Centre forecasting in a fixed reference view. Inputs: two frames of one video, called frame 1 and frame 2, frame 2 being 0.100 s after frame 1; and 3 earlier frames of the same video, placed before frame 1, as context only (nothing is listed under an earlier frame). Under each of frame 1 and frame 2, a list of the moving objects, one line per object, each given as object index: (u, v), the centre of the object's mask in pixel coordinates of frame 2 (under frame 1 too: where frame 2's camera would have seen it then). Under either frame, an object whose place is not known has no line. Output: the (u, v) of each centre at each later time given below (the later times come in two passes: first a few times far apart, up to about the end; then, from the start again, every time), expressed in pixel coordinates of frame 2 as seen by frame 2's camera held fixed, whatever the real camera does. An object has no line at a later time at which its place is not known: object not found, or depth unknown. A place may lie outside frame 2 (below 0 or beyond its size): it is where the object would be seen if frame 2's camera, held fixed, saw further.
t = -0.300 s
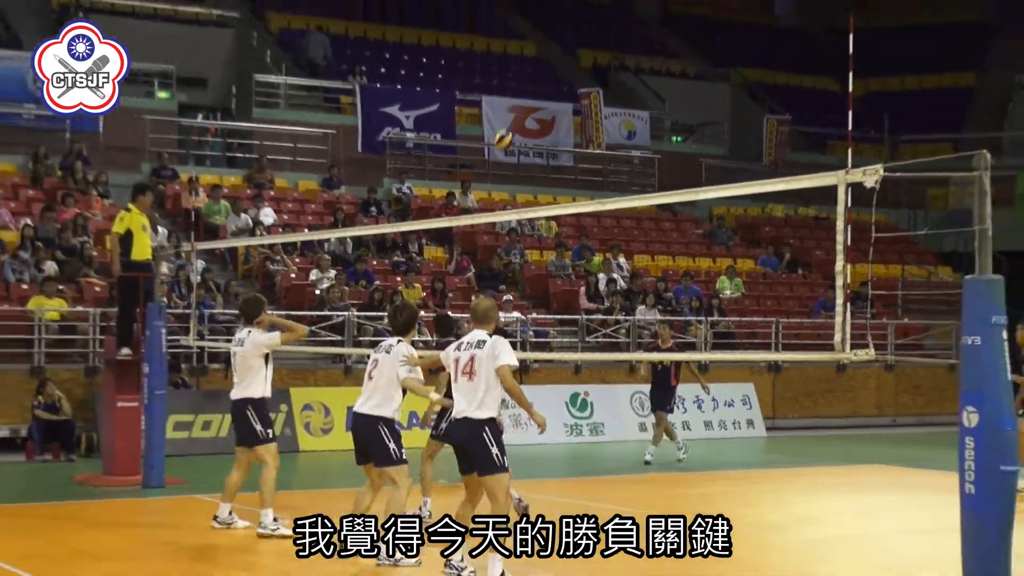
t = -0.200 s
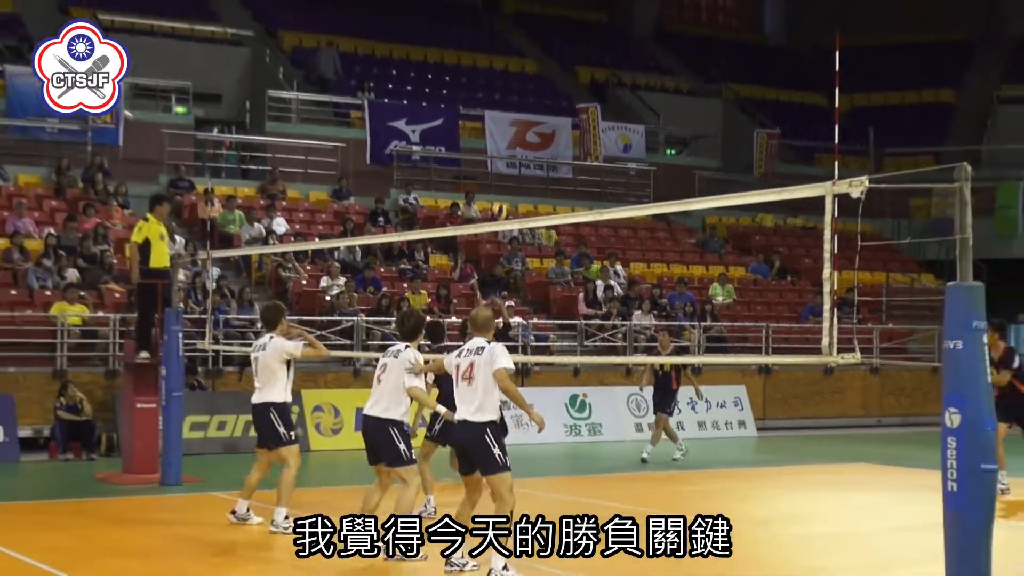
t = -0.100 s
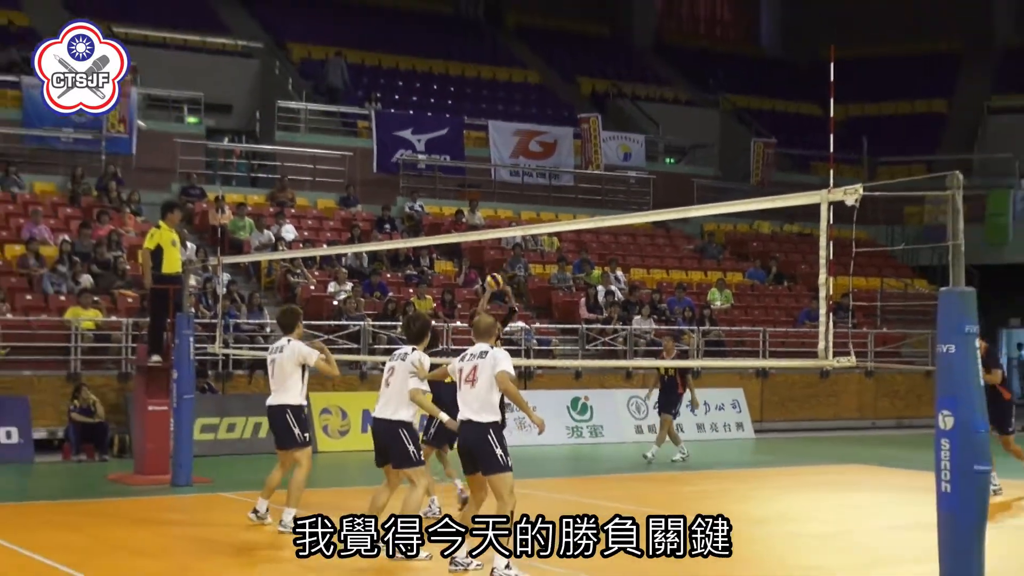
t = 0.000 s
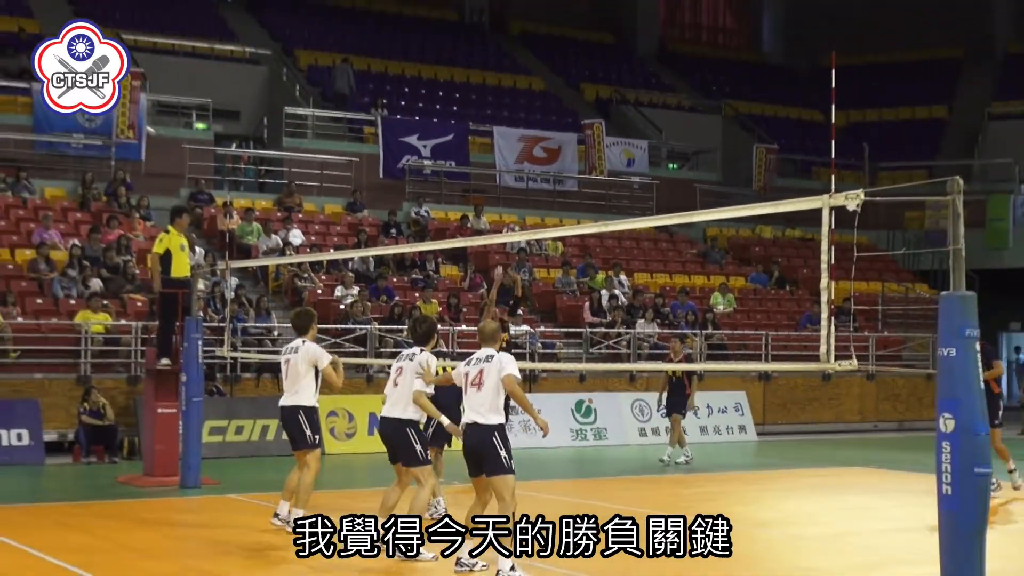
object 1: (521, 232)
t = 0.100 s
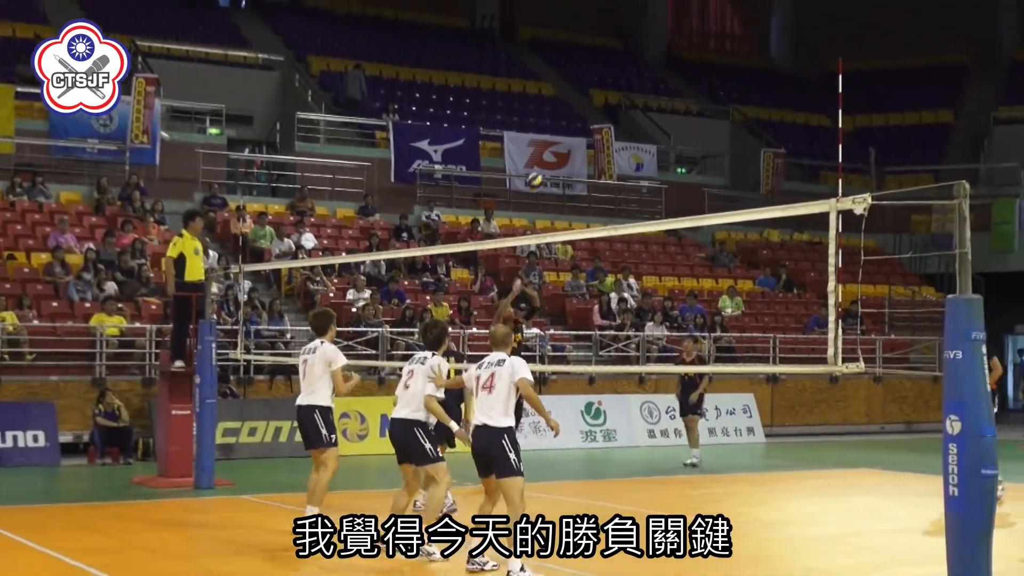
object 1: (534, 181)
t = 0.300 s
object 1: (562, 94)
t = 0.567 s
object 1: (600, 27)
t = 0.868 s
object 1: (642, 24)
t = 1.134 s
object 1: (682, 99)
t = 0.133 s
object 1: (539, 164)
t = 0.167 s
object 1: (544, 148)
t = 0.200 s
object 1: (548, 133)
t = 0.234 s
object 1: (553, 120)
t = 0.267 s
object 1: (557, 107)
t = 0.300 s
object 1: (562, 94)
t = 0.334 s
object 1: (566, 83)
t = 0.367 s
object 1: (571, 72)
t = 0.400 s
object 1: (576, 62)
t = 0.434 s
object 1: (581, 53)
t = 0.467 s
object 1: (585, 45)
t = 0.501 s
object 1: (590, 38)
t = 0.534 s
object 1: (595, 32)
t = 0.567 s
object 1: (600, 27)
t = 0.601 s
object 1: (605, 22)
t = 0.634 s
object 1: (610, 18)
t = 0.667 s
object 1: (615, 16)
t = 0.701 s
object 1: (619, 15)
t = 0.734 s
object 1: (624, 15)
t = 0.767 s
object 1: (628, 15)
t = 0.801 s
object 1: (633, 17)
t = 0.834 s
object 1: (638, 21)
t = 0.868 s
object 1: (642, 24)
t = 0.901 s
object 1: (647, 29)
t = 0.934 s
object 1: (653, 35)
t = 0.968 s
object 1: (657, 43)
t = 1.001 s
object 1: (662, 52)
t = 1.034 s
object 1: (667, 63)
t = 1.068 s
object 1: (673, 74)
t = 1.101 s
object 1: (677, 86)
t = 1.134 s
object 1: (682, 99)
